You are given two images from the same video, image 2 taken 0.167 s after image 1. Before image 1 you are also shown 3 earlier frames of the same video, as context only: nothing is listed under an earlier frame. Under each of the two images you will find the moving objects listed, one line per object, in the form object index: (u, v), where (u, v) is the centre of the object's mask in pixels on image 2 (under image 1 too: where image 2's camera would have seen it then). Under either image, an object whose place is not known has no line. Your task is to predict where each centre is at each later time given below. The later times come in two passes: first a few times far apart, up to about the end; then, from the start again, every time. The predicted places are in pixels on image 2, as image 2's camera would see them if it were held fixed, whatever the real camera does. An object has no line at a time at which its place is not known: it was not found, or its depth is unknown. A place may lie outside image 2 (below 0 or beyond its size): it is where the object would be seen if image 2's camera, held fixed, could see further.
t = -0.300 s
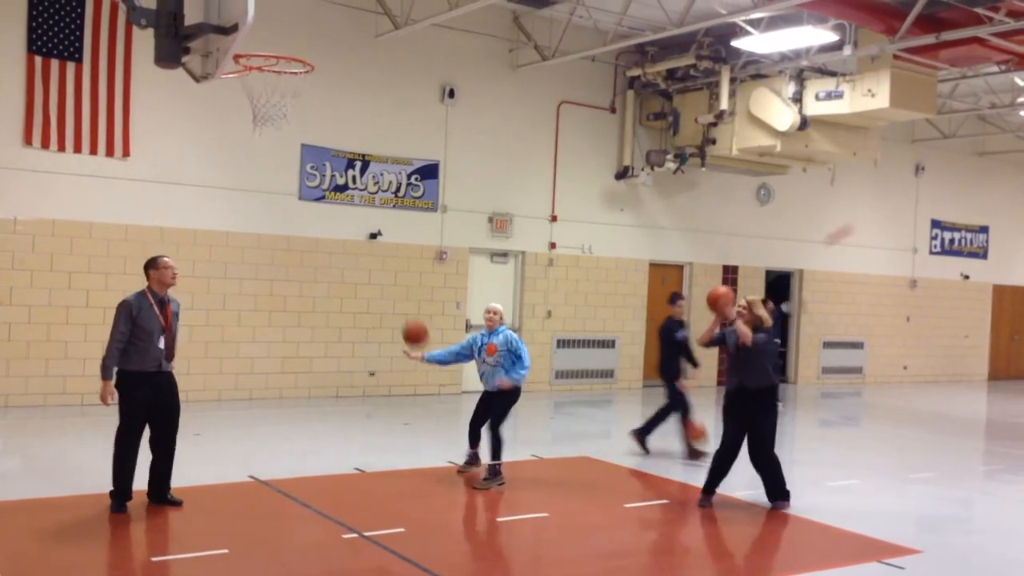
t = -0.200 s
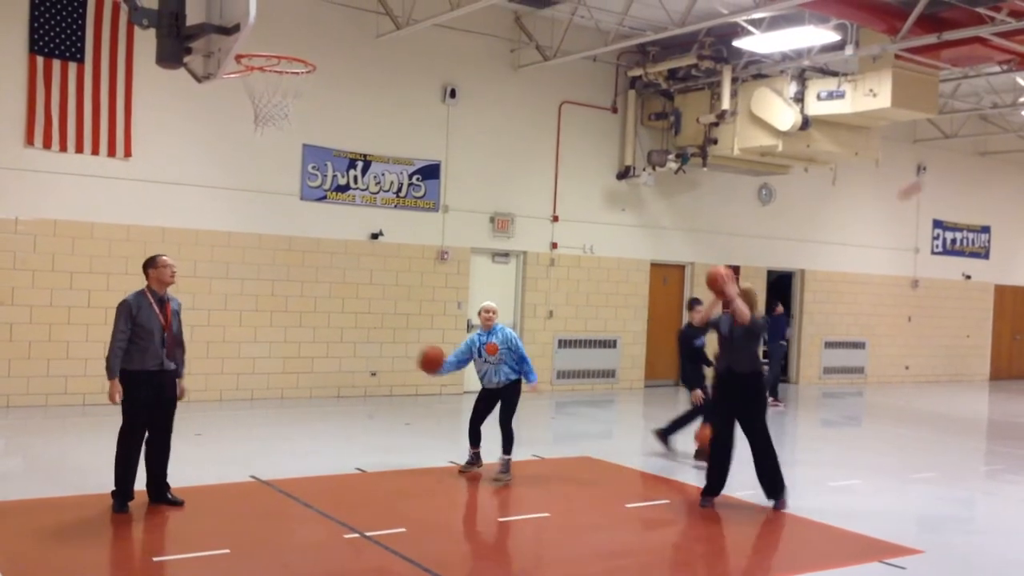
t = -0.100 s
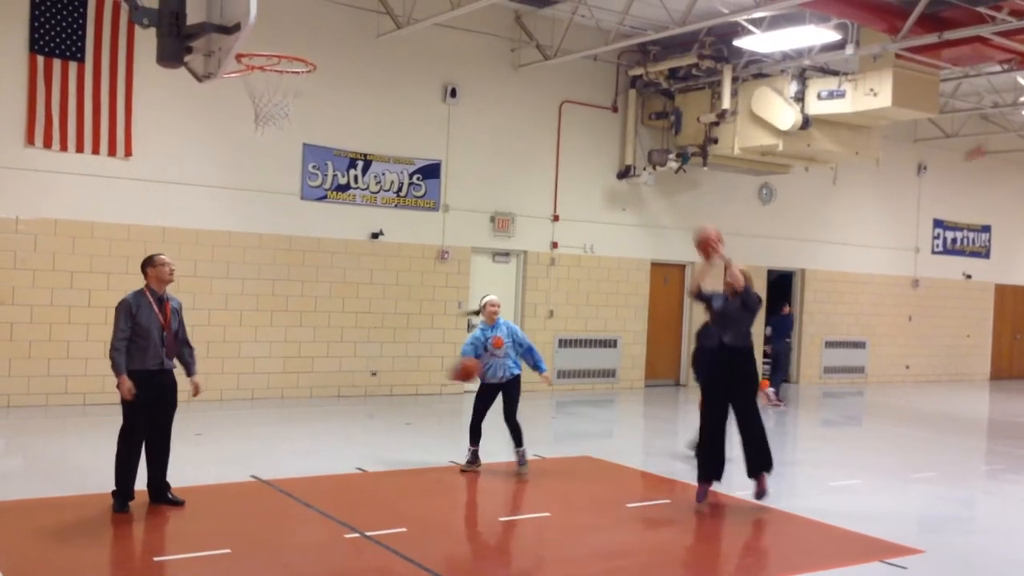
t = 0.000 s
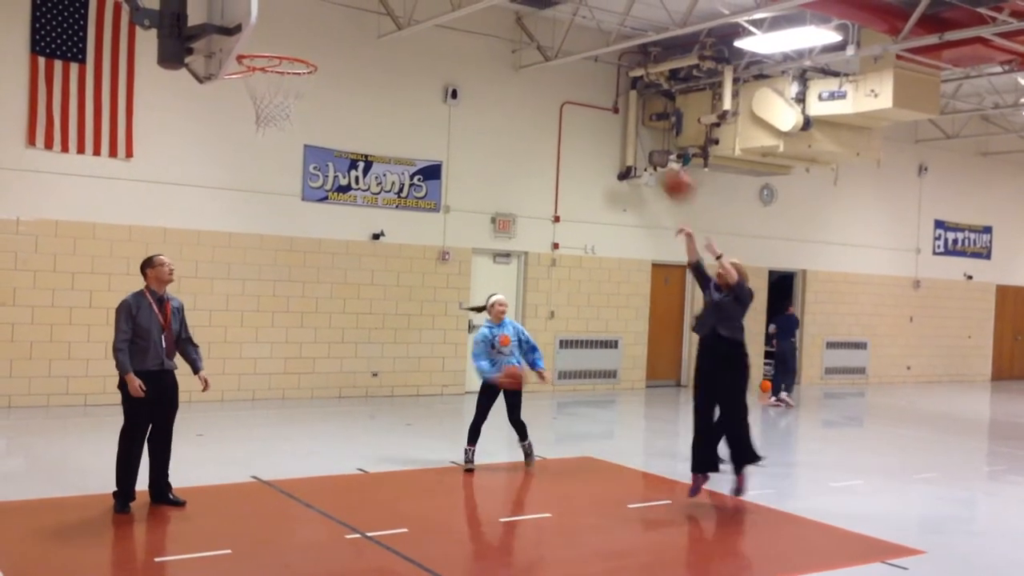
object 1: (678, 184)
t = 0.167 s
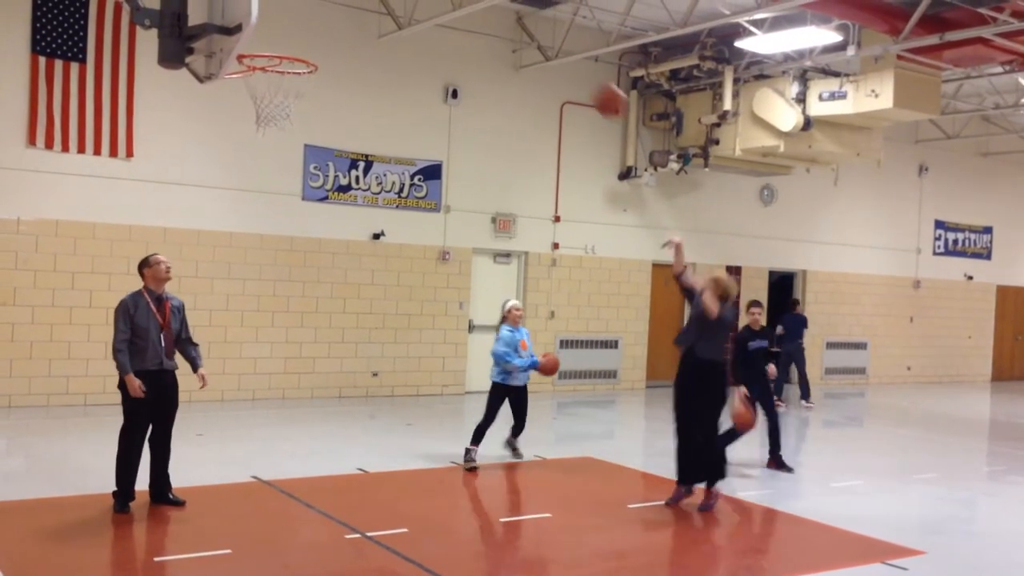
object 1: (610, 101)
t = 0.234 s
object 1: (580, 75)
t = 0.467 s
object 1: (465, 24)
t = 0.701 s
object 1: (328, 43)
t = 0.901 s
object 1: (259, 40)
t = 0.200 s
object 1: (595, 86)
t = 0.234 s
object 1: (580, 75)
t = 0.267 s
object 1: (565, 65)
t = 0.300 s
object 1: (548, 54)
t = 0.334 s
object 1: (533, 46)
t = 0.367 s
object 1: (517, 37)
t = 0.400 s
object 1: (500, 32)
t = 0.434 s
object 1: (482, 28)
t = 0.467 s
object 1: (465, 24)
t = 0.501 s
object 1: (447, 21)
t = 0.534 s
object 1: (428, 21)
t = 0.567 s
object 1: (410, 23)
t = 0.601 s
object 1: (390, 27)
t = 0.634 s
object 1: (368, 30)
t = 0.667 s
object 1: (349, 35)
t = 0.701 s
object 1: (328, 43)
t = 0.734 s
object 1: (308, 49)
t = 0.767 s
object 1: (296, 47)
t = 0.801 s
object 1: (286, 41)
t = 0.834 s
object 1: (275, 39)
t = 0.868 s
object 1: (265, 38)
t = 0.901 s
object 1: (259, 40)
